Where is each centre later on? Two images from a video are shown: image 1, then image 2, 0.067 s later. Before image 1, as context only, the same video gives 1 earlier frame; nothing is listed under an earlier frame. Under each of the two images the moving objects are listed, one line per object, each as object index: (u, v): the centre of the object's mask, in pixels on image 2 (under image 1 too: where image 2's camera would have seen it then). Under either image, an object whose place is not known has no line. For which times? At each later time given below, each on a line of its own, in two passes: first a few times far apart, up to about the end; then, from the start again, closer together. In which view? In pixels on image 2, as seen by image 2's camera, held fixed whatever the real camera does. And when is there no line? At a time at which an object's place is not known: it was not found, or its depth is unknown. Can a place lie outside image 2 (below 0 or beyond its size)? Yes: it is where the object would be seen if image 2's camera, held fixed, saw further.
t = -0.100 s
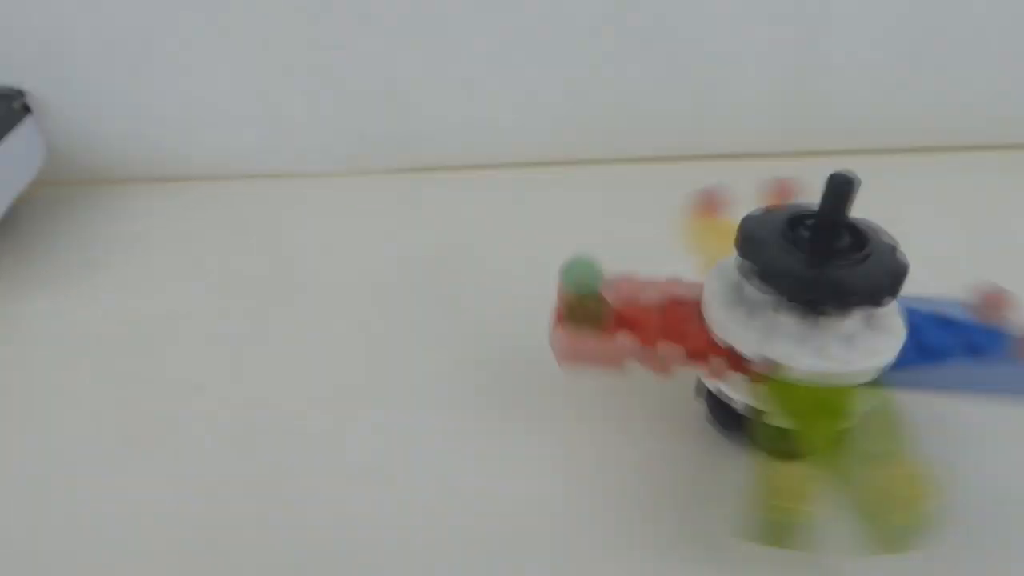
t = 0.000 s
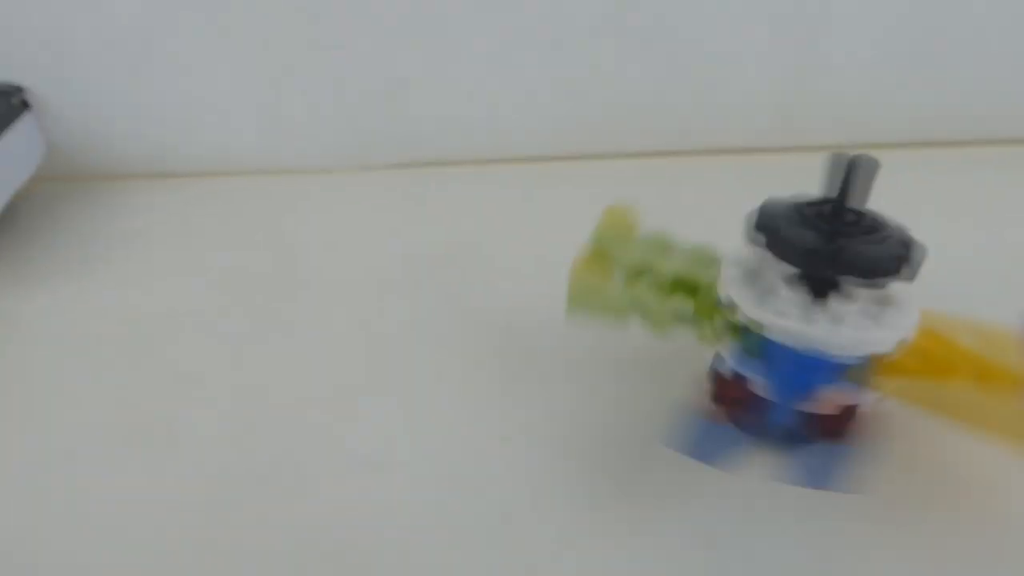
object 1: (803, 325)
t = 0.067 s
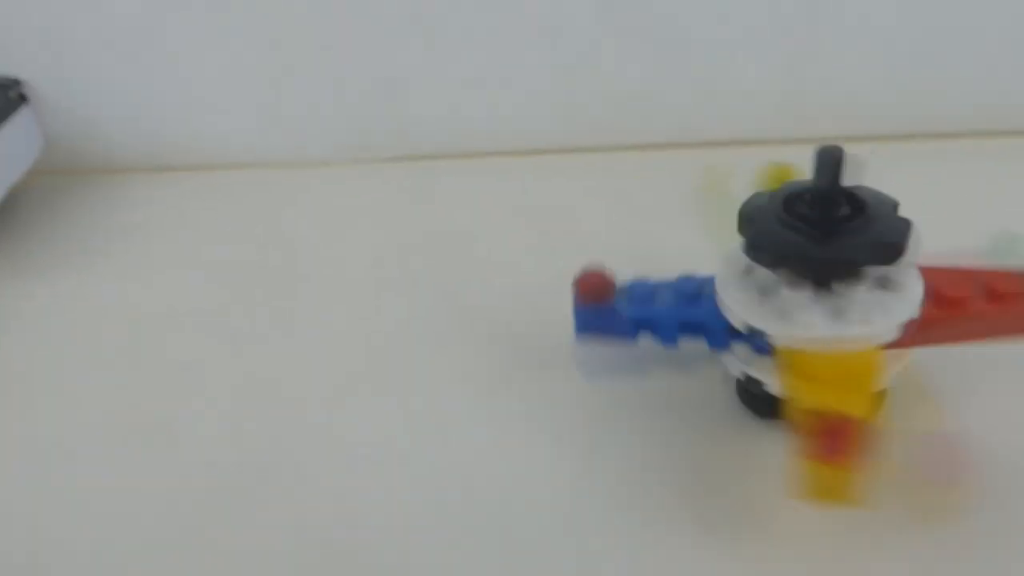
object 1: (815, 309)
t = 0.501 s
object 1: (781, 278)
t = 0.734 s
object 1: (745, 281)
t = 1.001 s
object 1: (759, 310)
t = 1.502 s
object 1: (800, 313)
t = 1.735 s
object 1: (806, 318)
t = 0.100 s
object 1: (807, 306)
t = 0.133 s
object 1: (827, 301)
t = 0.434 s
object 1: (782, 291)
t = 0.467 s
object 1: (777, 279)
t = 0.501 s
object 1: (781, 278)
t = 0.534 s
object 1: (761, 281)
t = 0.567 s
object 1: (755, 277)
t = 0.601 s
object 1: (753, 280)
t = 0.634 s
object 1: (748, 278)
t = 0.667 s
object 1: (744, 282)
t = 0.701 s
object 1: (737, 291)
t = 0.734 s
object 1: (745, 281)
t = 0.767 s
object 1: (747, 286)
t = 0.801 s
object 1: (741, 300)
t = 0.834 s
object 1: (745, 292)
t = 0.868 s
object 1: (734, 296)
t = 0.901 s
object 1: (746, 306)
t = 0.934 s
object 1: (741, 314)
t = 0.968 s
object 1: (750, 308)
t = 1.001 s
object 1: (759, 310)
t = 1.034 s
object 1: (761, 324)
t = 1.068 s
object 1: (772, 324)
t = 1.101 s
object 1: (775, 322)
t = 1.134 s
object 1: (775, 326)
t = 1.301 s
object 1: (799, 327)
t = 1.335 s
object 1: (812, 328)
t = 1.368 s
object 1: (815, 323)
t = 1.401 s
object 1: (806, 314)
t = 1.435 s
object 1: (820, 322)
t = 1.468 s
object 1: (813, 317)
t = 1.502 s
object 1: (800, 313)
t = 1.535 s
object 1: (817, 313)
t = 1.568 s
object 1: (804, 308)
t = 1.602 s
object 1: (794, 311)
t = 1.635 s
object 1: (811, 305)
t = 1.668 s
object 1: (794, 304)
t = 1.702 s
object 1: (785, 317)
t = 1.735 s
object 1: (806, 318)
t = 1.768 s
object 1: (788, 312)
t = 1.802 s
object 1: (788, 331)
